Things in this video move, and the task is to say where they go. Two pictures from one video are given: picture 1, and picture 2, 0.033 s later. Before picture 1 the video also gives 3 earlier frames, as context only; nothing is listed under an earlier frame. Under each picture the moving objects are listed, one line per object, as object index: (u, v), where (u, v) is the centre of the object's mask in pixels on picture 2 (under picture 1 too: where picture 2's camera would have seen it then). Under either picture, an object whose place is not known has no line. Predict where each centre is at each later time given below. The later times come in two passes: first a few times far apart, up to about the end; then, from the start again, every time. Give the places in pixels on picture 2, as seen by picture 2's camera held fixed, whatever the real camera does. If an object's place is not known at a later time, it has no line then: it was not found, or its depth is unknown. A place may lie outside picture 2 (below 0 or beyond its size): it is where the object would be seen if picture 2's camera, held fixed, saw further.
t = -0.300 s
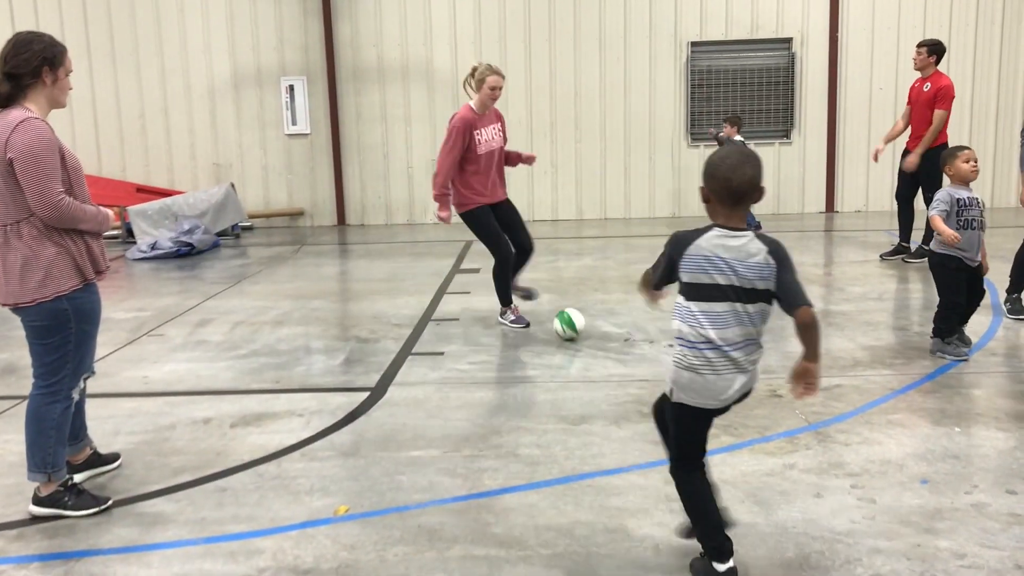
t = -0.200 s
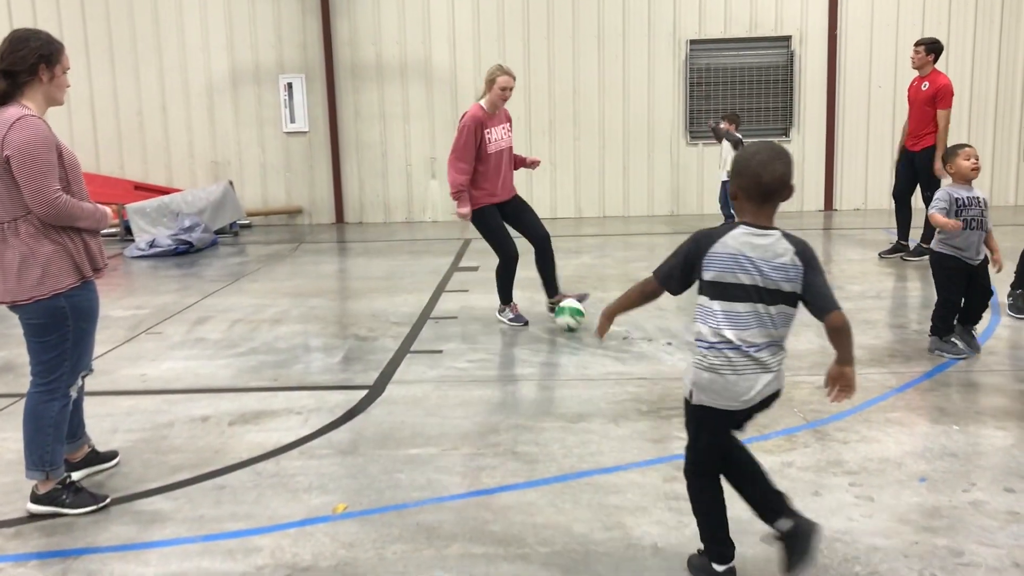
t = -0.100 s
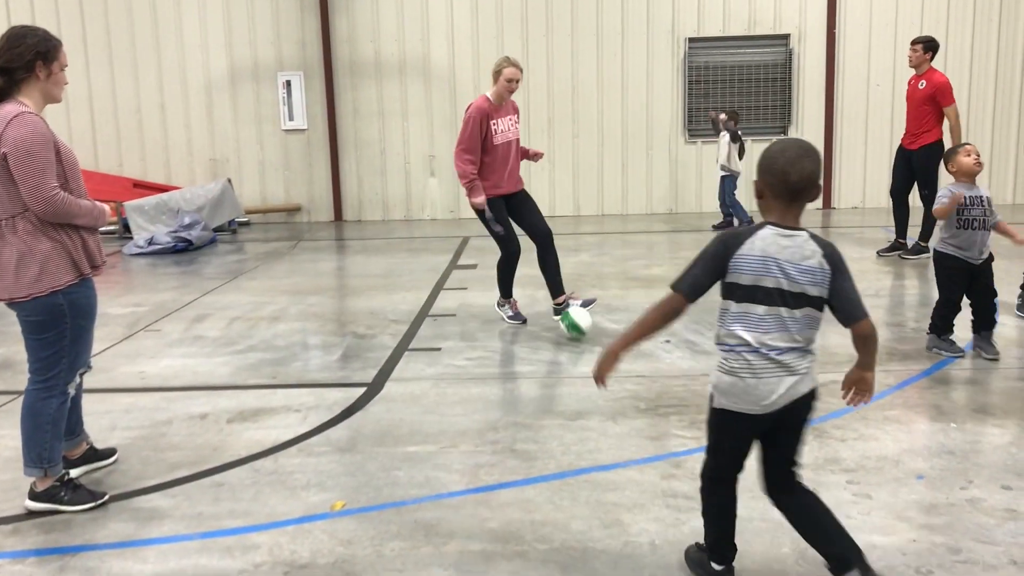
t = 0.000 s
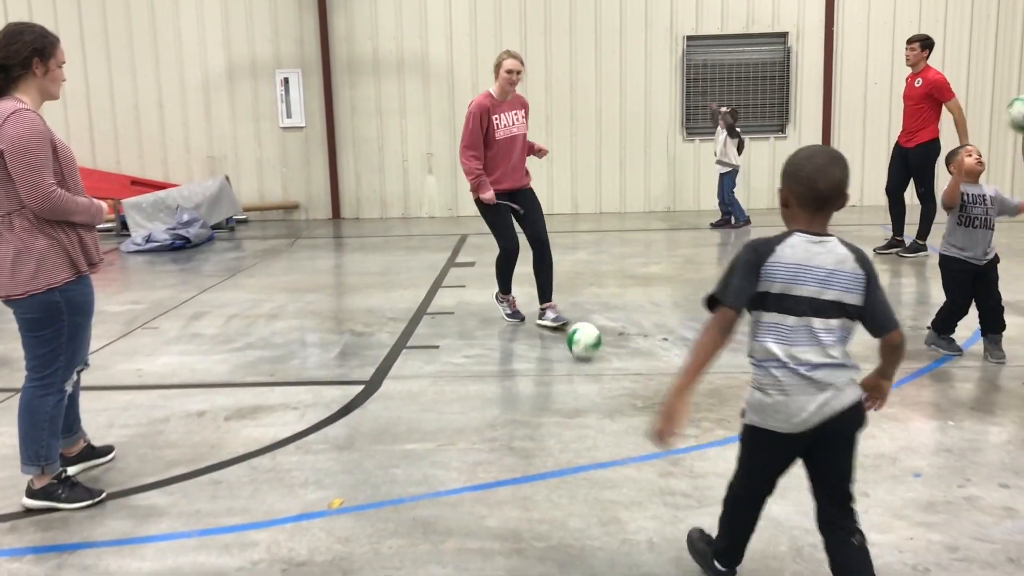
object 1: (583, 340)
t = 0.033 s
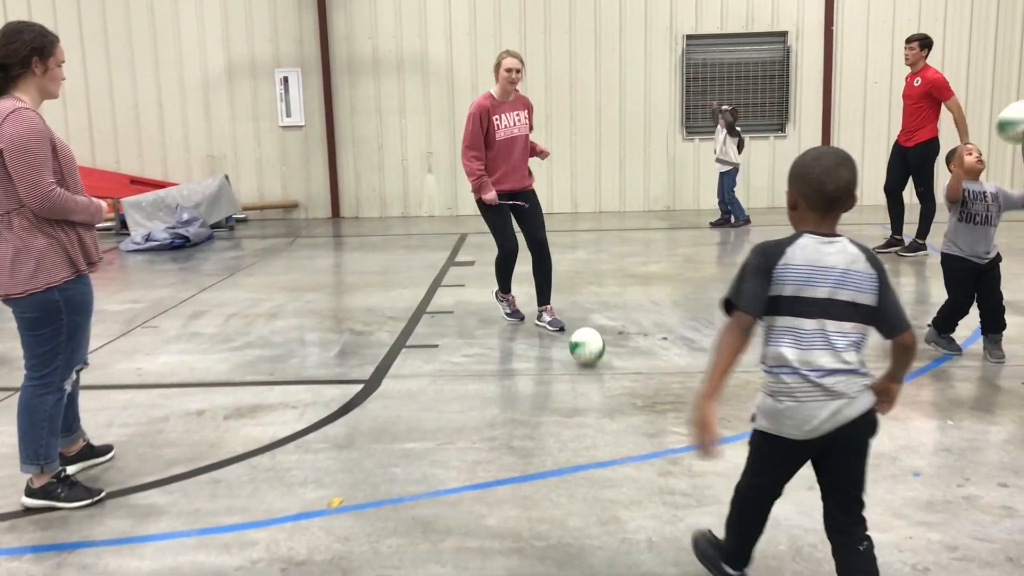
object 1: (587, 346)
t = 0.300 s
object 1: (624, 406)
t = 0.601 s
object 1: (691, 503)
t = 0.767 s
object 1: (747, 564)
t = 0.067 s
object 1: (591, 354)
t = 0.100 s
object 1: (595, 358)
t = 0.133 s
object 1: (599, 368)
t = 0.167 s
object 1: (604, 377)
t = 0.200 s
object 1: (608, 382)
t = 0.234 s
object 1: (613, 390)
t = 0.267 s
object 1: (618, 399)
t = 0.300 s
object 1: (624, 406)
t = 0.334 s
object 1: (629, 416)
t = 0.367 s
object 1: (636, 424)
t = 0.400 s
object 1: (642, 432)
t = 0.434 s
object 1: (649, 442)
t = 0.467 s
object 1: (657, 454)
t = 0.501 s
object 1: (665, 464)
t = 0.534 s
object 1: (674, 477)
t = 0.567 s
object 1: (682, 489)
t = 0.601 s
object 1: (691, 503)
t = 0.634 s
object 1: (701, 518)
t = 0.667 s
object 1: (713, 534)
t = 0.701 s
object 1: (724, 548)
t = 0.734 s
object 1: (736, 557)
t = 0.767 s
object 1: (747, 564)
